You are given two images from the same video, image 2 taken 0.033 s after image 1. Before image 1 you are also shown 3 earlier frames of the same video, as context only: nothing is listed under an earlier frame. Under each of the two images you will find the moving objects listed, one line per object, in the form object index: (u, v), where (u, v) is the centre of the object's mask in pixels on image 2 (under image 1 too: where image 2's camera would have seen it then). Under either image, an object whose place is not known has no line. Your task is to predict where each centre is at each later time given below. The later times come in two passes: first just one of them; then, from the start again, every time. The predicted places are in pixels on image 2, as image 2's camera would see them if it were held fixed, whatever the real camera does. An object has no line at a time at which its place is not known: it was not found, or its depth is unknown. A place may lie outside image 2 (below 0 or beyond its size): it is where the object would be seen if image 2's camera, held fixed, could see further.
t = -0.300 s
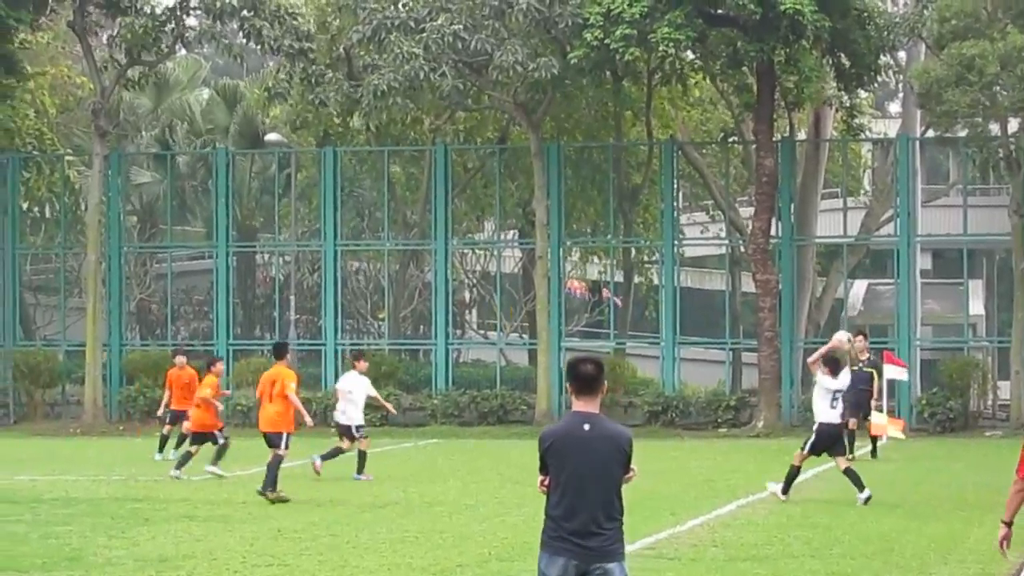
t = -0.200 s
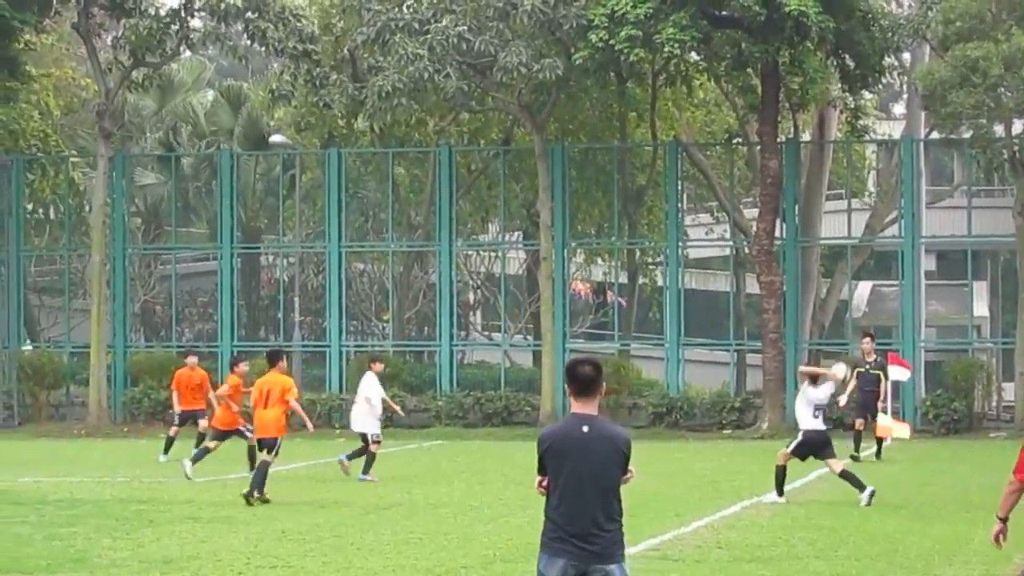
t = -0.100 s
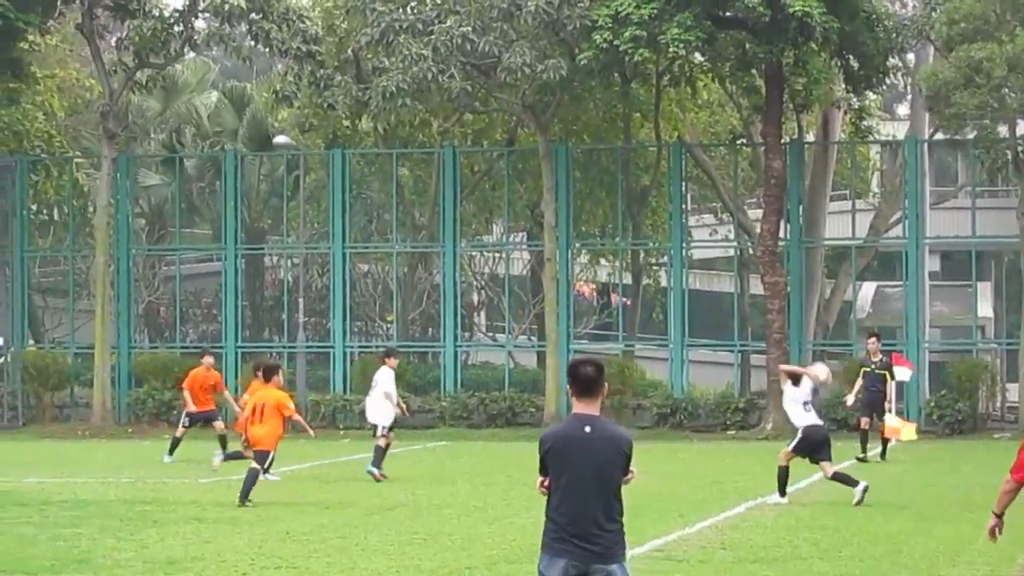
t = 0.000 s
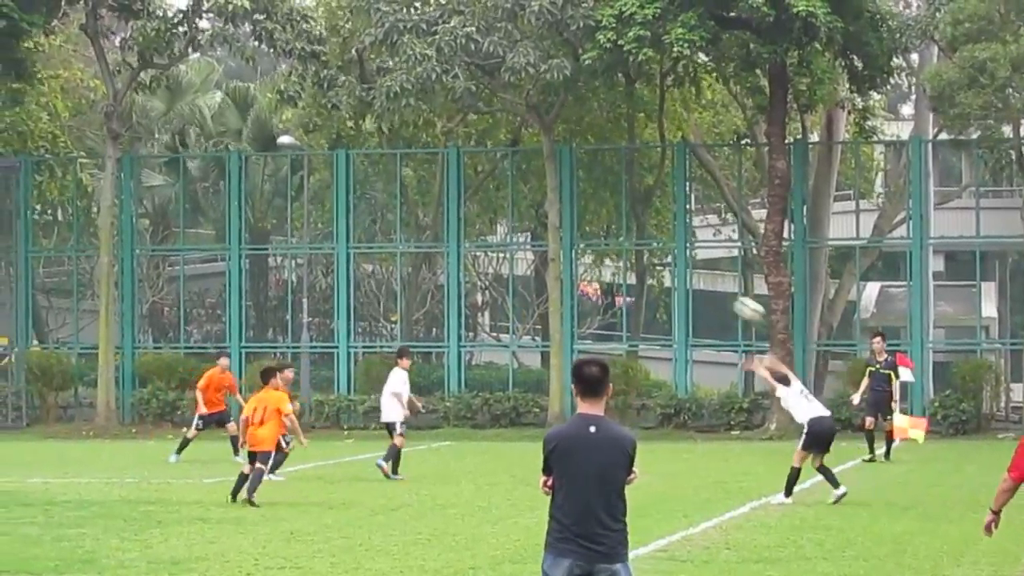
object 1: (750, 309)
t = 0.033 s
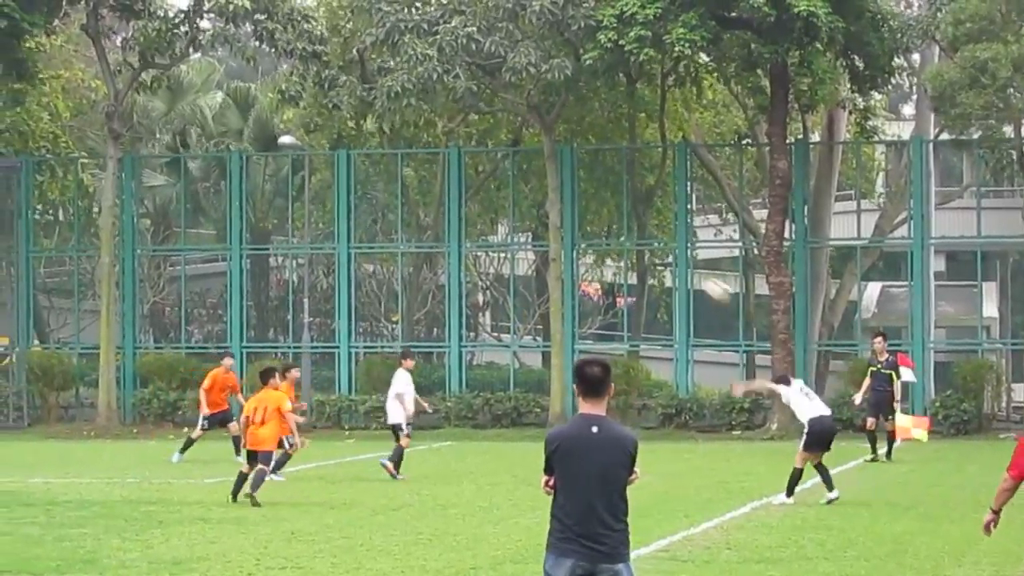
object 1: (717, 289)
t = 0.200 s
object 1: (560, 215)
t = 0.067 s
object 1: (684, 271)
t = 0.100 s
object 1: (651, 256)
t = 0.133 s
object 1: (620, 240)
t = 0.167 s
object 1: (590, 227)
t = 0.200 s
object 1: (560, 215)
